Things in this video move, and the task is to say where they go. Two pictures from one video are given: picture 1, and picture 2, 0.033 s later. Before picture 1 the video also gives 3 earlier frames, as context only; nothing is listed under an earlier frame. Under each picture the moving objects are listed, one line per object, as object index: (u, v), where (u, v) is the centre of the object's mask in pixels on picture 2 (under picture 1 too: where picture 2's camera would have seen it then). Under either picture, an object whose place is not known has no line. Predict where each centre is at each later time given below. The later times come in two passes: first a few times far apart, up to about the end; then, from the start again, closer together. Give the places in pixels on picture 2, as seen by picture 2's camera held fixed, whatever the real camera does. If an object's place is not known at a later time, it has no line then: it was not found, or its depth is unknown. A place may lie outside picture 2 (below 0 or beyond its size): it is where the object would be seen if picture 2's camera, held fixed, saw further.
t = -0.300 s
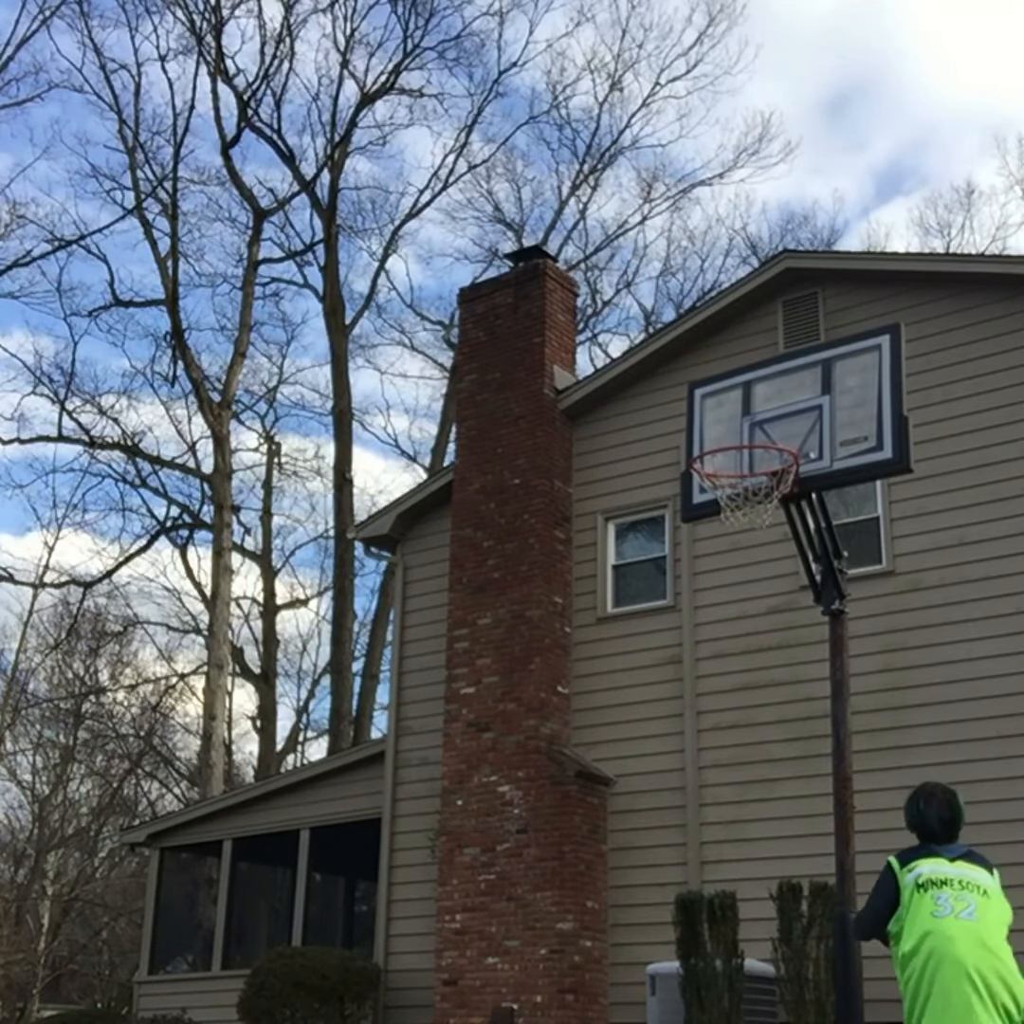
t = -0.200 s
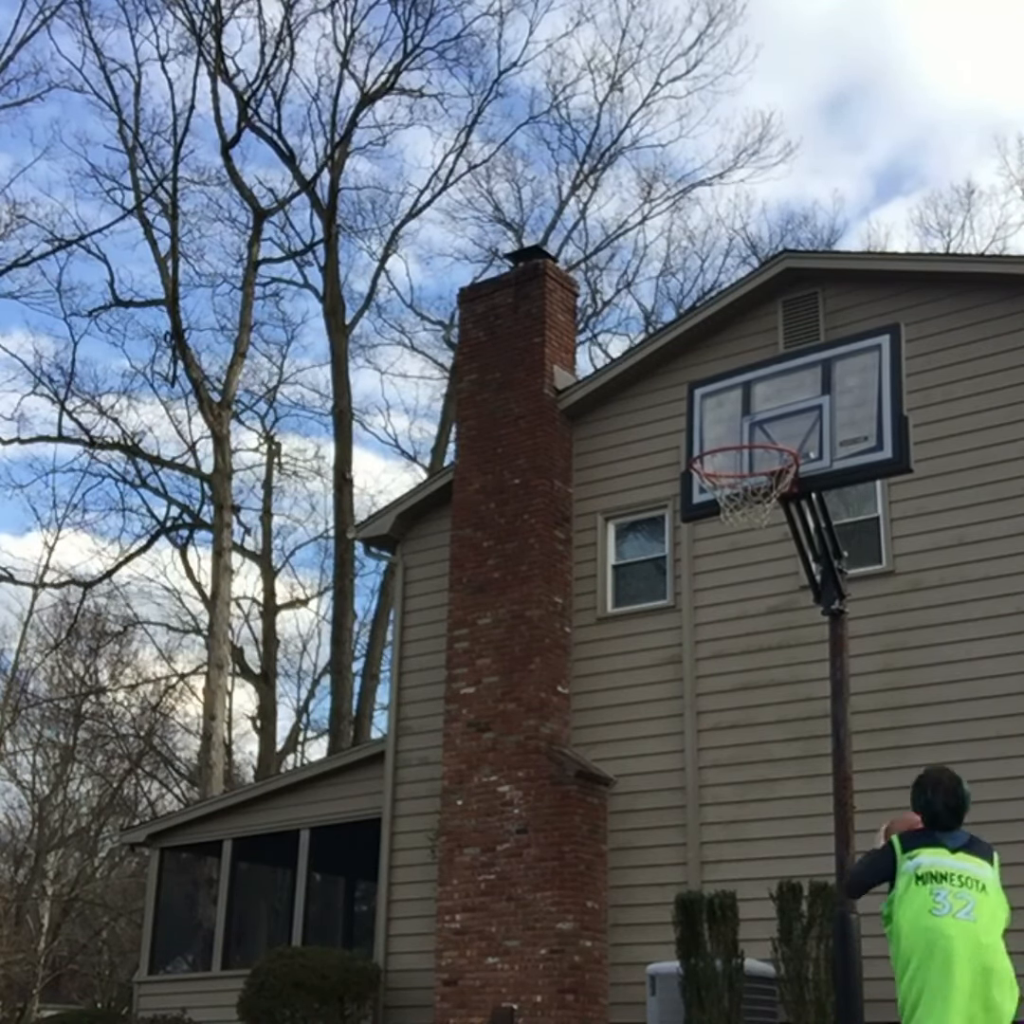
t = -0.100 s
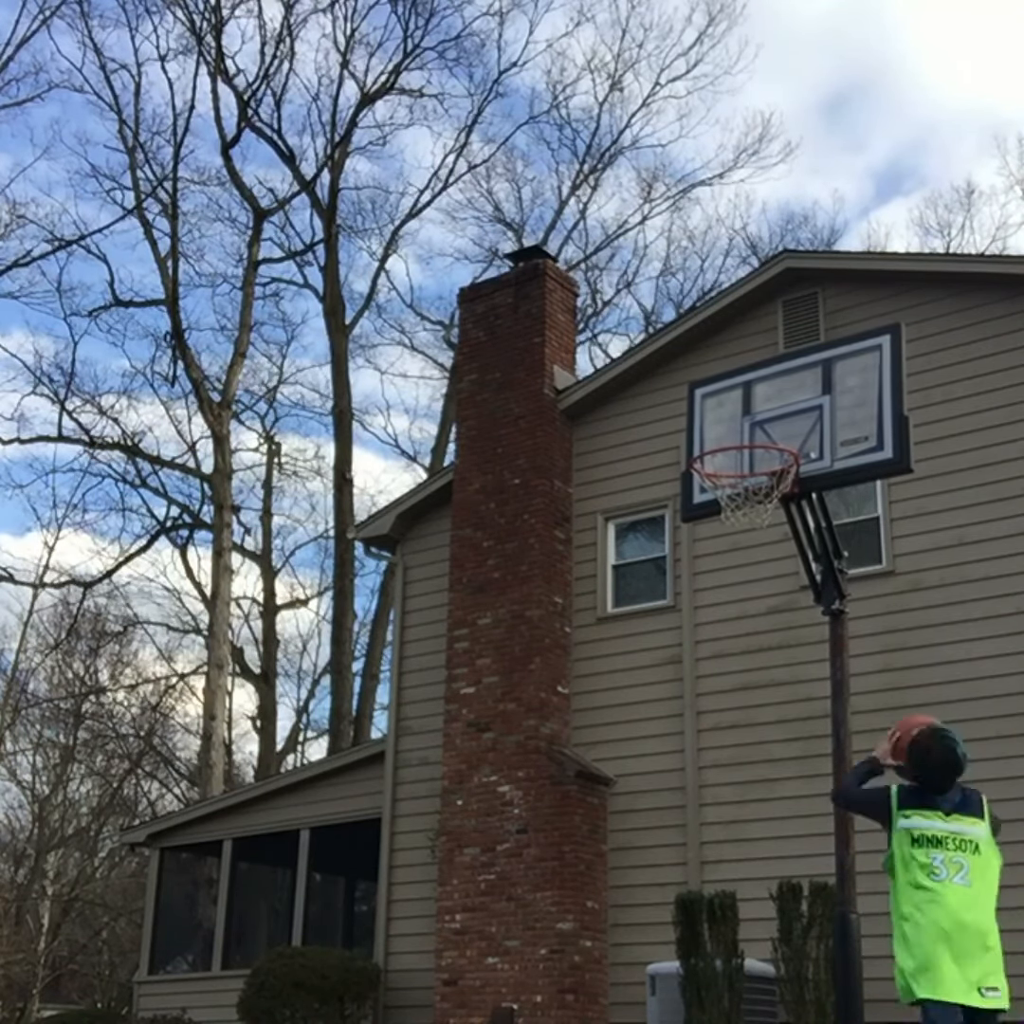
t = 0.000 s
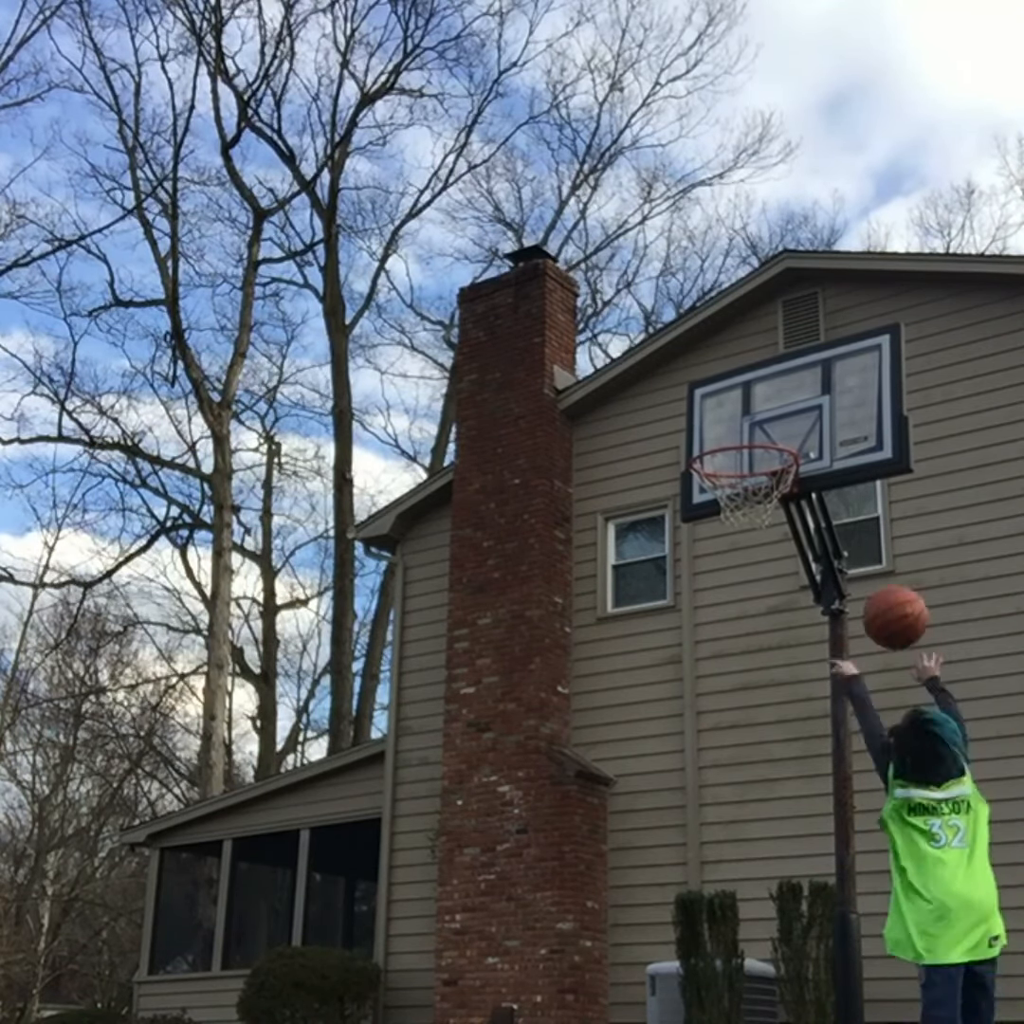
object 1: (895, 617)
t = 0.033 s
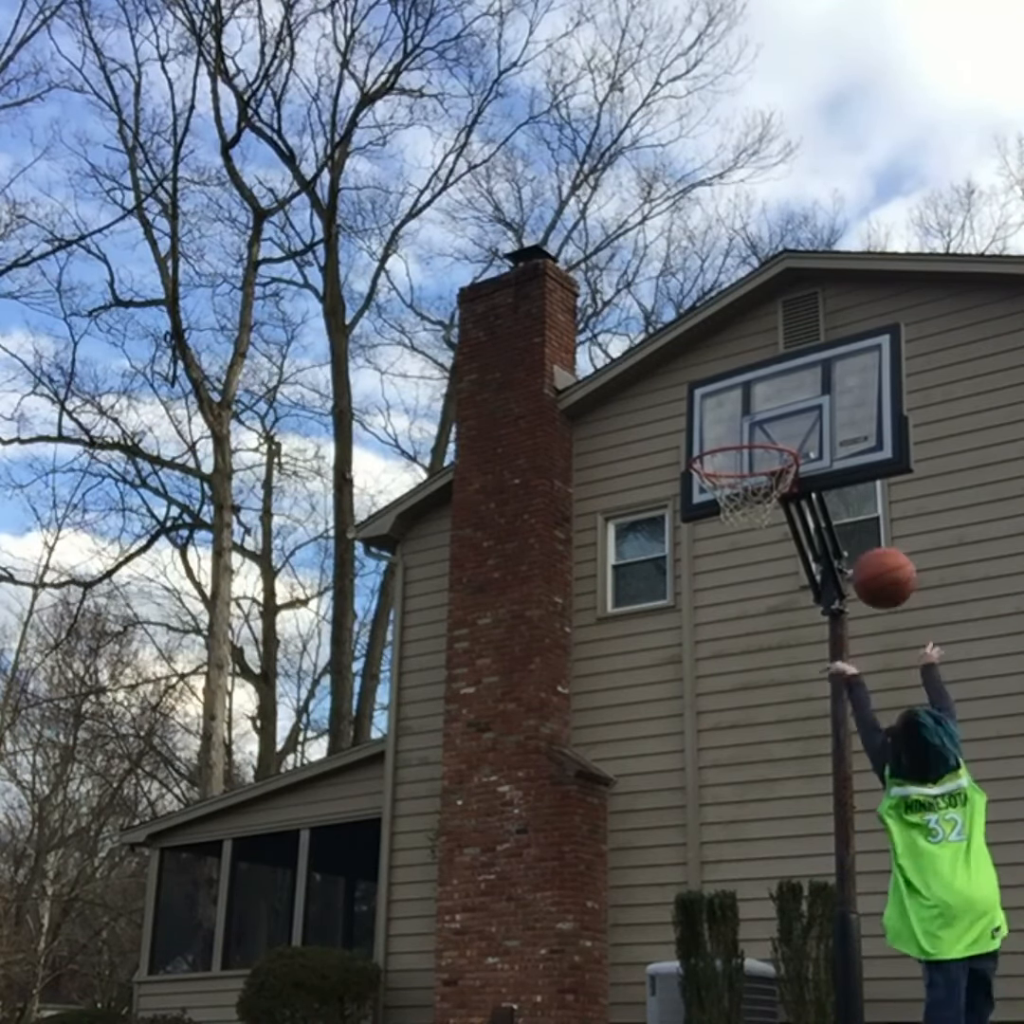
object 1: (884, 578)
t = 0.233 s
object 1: (832, 425)
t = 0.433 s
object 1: (794, 377)
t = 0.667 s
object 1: (724, 385)
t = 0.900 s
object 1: (648, 490)
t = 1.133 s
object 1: (570, 716)
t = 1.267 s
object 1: (520, 917)
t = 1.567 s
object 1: (457, 894)
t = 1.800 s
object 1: (438, 719)
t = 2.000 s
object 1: (420, 673)
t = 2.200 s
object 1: (398, 710)
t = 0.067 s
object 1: (875, 544)
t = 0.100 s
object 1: (864, 512)
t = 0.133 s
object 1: (855, 486)
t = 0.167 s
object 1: (847, 463)
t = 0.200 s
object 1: (839, 442)
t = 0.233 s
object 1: (832, 425)
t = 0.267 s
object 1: (824, 411)
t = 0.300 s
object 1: (818, 400)
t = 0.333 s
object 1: (811, 391)
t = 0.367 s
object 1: (806, 384)
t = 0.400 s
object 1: (799, 380)
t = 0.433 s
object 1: (794, 377)
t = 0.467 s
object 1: (789, 377)
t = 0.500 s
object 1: (779, 375)
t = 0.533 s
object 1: (768, 373)
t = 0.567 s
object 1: (757, 373)
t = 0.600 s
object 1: (747, 375)
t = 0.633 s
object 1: (736, 380)
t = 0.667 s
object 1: (724, 385)
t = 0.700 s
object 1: (713, 394)
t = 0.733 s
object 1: (703, 405)
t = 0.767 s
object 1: (692, 417)
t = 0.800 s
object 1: (681, 433)
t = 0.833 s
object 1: (671, 451)
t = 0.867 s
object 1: (660, 469)
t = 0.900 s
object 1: (648, 490)
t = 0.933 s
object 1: (639, 513)
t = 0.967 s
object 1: (626, 540)
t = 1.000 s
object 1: (615, 570)
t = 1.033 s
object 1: (605, 602)
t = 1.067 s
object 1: (594, 636)
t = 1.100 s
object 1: (582, 674)
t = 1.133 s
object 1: (570, 716)
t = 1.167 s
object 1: (559, 760)
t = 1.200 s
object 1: (546, 808)
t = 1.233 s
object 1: (534, 861)
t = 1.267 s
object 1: (520, 917)
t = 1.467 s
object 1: (465, 1008)
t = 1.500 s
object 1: (462, 972)
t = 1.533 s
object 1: (460, 932)
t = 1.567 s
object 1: (457, 894)
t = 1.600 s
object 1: (455, 860)
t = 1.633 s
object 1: (452, 829)
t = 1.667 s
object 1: (450, 801)
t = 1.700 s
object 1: (447, 777)
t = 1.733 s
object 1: (443, 755)
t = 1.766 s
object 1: (441, 736)
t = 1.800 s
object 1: (438, 719)
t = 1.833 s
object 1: (434, 705)
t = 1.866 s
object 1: (432, 694)
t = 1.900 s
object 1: (429, 686)
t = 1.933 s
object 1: (427, 679)
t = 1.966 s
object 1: (424, 675)
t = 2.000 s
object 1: (420, 673)
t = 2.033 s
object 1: (417, 673)
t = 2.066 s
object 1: (413, 676)
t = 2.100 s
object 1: (409, 681)
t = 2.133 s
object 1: (405, 688)
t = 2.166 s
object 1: (401, 698)
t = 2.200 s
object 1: (398, 710)
